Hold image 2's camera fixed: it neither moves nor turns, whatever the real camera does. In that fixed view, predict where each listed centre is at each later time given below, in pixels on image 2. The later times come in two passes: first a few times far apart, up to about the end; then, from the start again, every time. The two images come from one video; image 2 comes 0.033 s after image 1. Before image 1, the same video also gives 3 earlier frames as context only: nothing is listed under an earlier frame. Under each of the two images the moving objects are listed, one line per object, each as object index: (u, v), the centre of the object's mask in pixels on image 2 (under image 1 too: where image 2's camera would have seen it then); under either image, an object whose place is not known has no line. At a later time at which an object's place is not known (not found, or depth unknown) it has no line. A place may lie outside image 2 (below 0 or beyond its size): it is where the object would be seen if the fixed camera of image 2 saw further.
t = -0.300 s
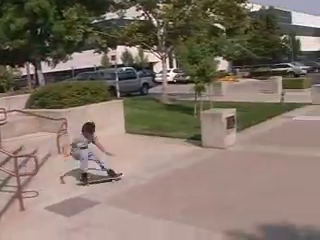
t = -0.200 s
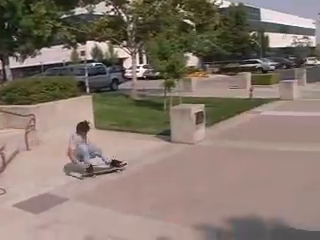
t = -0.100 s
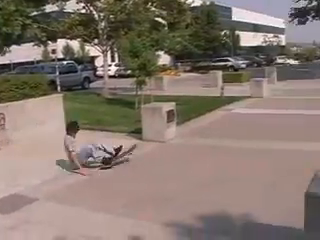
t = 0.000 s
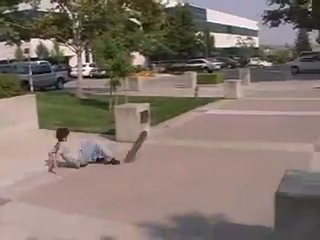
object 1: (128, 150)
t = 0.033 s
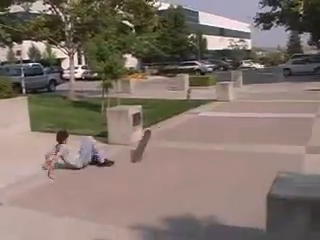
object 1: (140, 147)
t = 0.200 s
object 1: (197, 137)
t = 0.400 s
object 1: (248, 133)
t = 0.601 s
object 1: (281, 124)
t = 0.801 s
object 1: (299, 117)
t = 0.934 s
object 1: (306, 113)
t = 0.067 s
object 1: (153, 144)
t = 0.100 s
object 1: (164, 142)
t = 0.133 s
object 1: (175, 141)
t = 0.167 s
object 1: (186, 139)
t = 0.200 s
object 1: (197, 137)
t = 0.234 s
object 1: (206, 137)
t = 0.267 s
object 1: (215, 136)
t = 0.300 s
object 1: (224, 134)
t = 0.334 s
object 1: (233, 134)
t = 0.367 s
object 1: (241, 133)
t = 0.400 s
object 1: (248, 133)
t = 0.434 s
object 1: (254, 131)
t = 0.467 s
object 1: (260, 129)
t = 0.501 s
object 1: (266, 127)
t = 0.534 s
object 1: (271, 126)
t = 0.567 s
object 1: (276, 125)
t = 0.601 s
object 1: (281, 124)
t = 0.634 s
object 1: (285, 122)
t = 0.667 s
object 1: (288, 121)
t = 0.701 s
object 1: (292, 120)
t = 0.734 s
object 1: (294, 119)
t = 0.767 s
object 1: (297, 118)
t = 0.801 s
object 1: (299, 117)
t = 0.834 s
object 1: (302, 116)
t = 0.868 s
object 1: (303, 115)
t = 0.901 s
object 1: (304, 114)
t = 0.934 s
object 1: (306, 113)
